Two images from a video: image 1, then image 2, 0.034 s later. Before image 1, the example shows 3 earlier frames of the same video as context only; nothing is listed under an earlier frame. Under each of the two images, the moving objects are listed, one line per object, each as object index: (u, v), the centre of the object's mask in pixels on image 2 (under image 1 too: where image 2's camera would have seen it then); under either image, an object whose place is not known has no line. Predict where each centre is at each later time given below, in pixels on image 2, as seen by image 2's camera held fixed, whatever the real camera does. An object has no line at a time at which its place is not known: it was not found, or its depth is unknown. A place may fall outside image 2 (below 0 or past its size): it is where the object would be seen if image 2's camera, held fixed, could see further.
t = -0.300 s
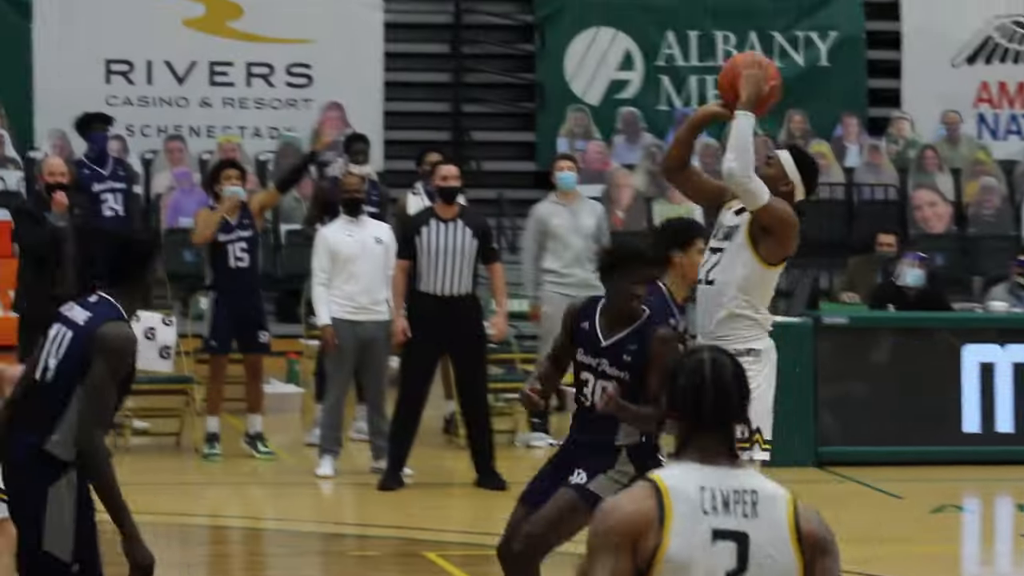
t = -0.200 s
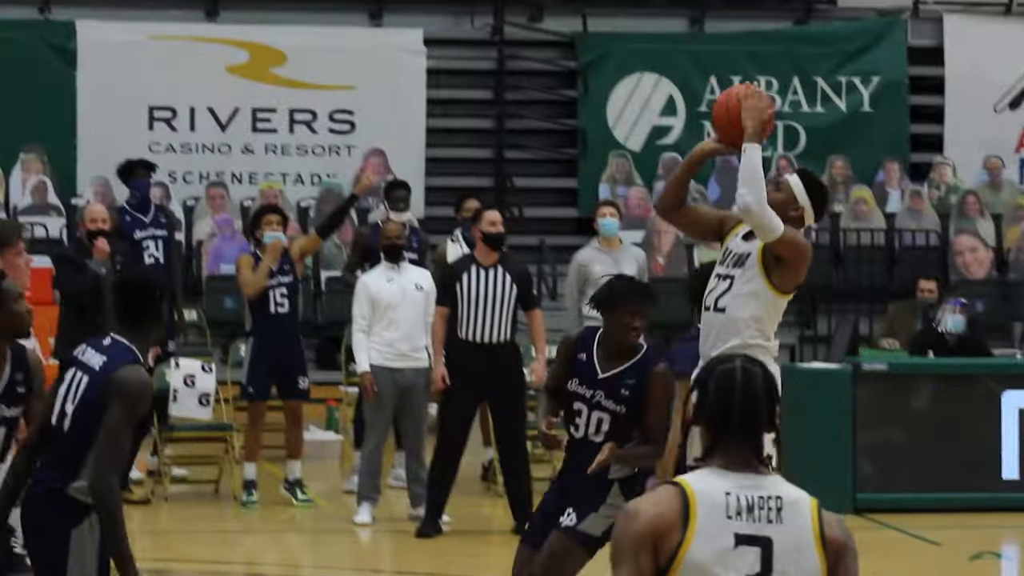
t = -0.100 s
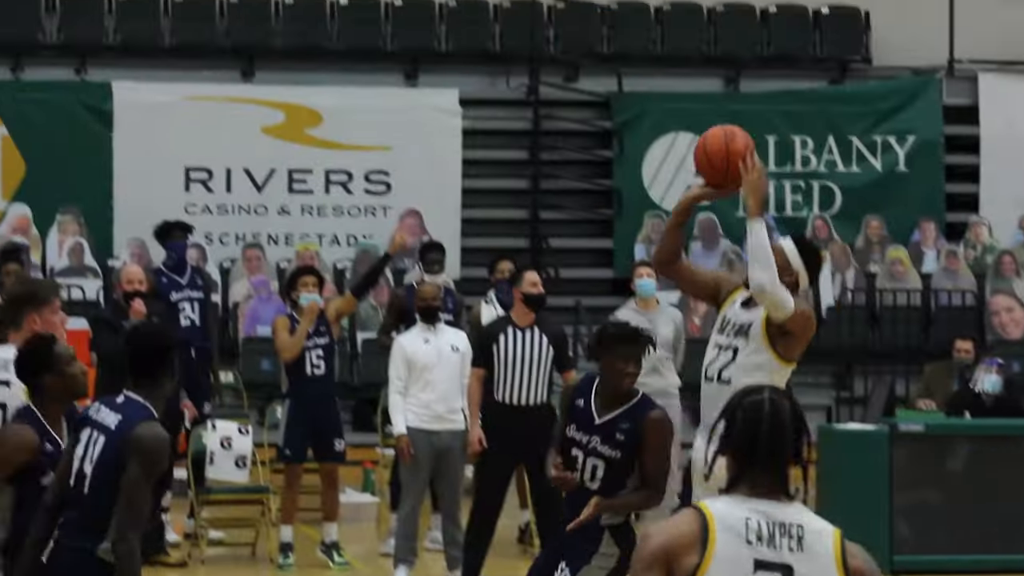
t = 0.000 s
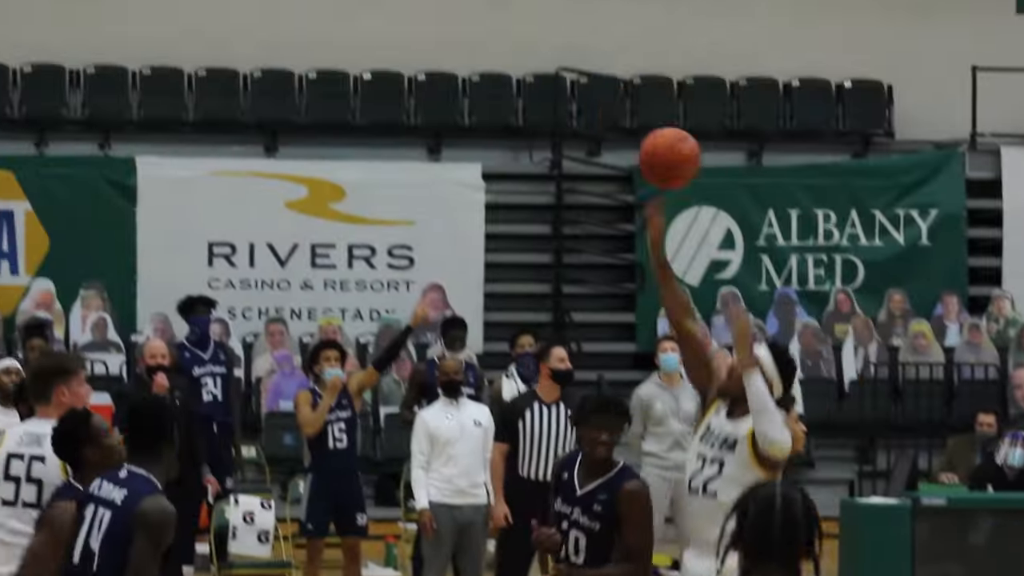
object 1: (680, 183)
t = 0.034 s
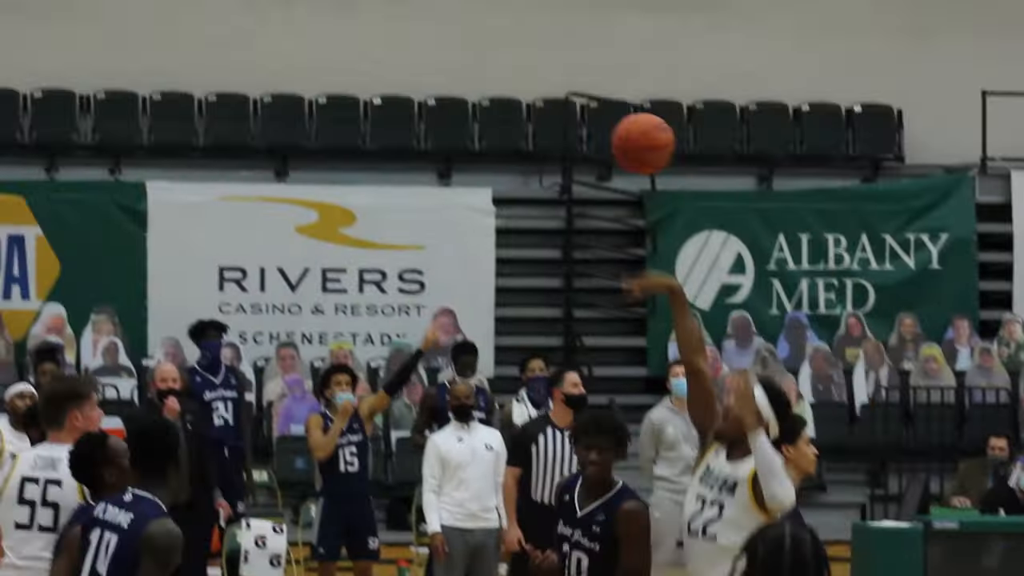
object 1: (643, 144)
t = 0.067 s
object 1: (606, 108)
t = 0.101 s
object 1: (569, 73)
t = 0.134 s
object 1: (532, 43)
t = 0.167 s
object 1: (494, 14)
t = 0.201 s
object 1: (455, -13)
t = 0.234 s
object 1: (416, -37)
